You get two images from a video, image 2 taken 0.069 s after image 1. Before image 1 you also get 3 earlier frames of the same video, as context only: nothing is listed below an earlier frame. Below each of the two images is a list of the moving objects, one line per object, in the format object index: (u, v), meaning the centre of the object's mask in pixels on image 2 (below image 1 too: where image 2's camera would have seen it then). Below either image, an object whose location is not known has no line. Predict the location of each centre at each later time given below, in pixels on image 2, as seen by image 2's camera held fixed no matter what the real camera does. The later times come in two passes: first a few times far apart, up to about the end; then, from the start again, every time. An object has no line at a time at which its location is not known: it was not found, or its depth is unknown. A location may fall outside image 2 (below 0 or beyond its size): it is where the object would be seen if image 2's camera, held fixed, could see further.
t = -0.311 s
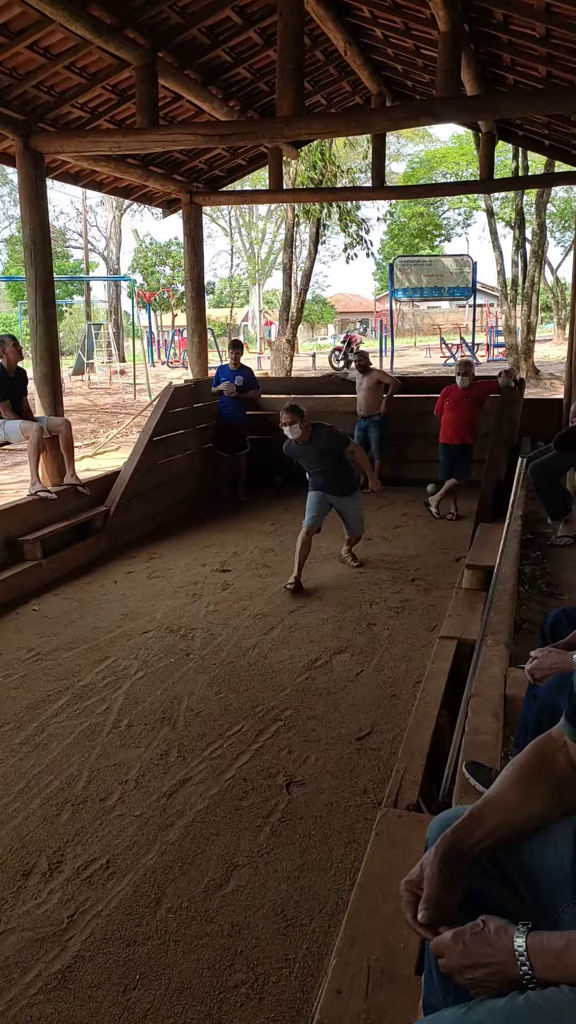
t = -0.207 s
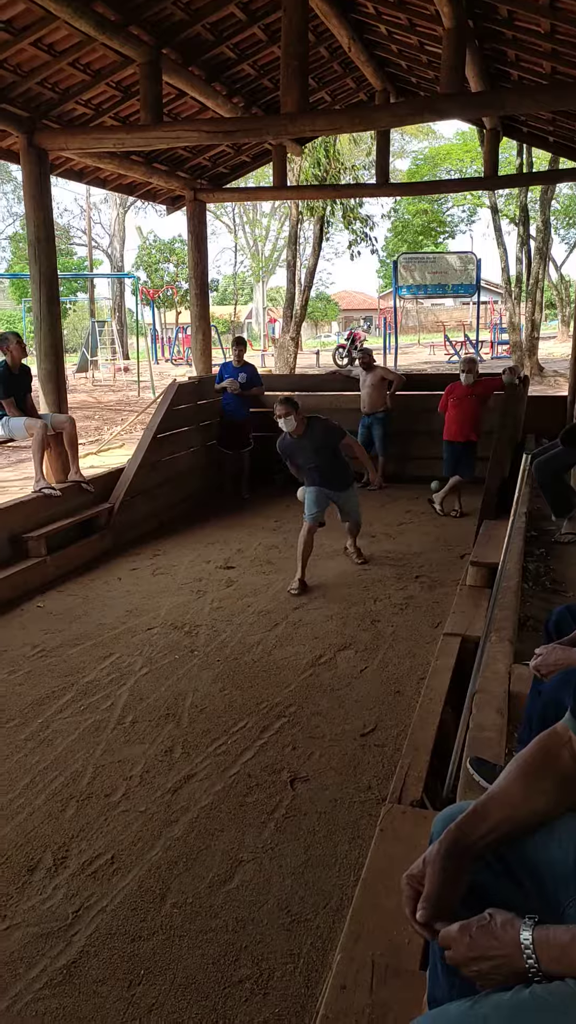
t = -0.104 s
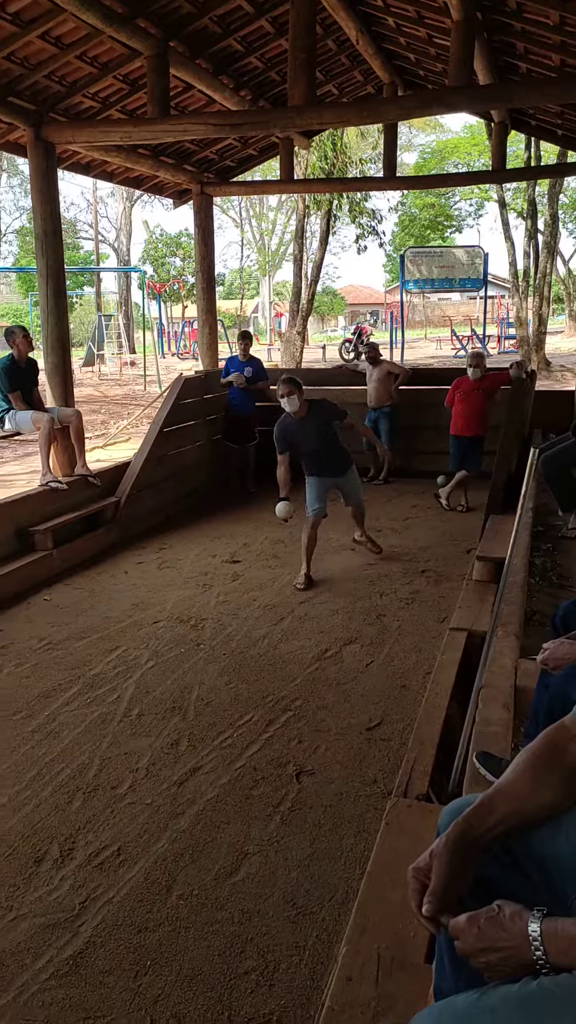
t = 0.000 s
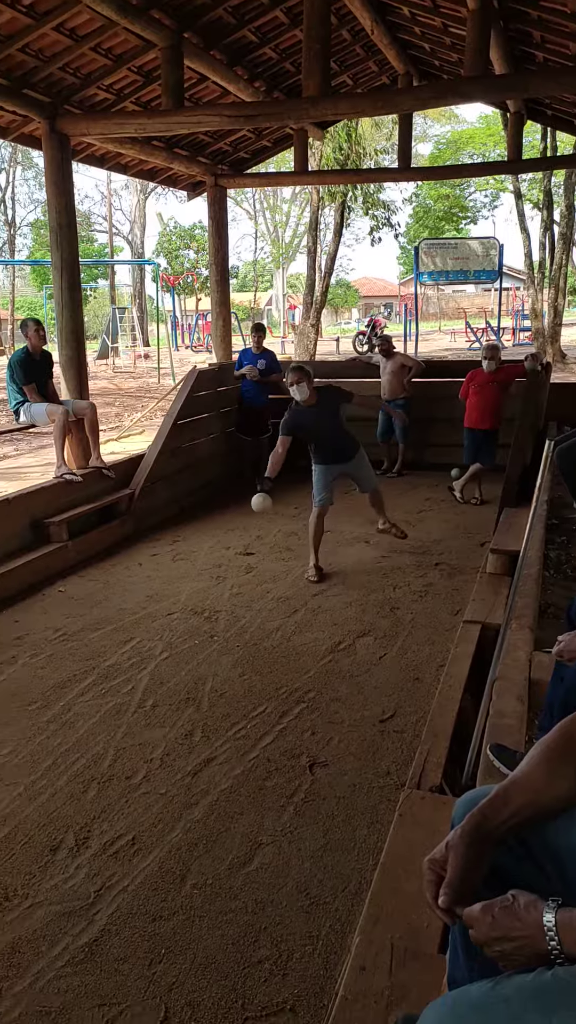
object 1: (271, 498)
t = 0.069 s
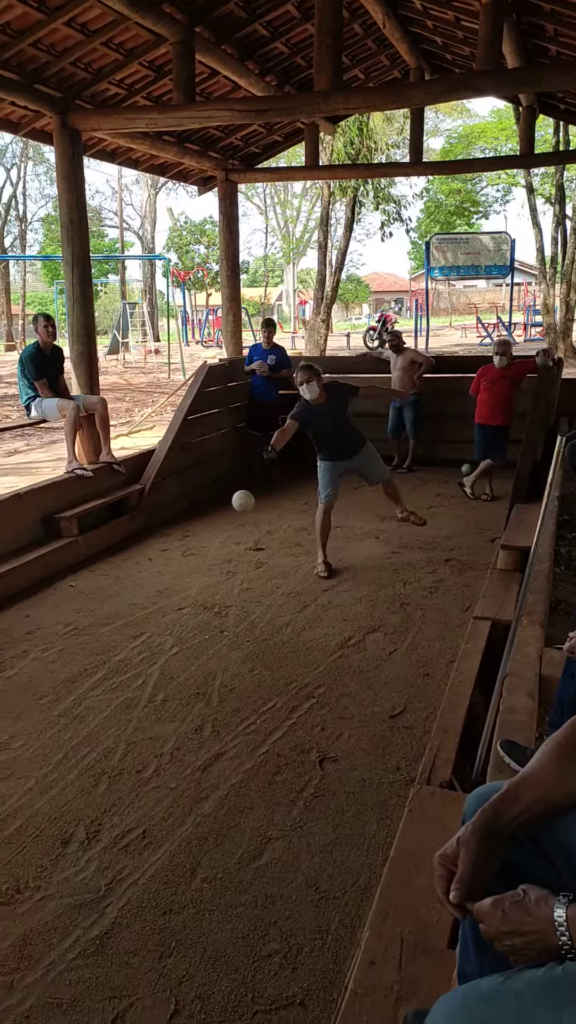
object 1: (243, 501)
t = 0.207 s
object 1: (168, 536)
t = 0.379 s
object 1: (14, 673)
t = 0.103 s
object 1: (227, 505)
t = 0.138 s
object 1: (209, 512)
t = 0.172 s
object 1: (190, 522)
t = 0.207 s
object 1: (168, 536)
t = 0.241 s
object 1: (144, 552)
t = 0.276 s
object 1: (117, 573)
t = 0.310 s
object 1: (88, 599)
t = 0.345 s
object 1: (54, 632)
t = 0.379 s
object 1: (14, 673)
